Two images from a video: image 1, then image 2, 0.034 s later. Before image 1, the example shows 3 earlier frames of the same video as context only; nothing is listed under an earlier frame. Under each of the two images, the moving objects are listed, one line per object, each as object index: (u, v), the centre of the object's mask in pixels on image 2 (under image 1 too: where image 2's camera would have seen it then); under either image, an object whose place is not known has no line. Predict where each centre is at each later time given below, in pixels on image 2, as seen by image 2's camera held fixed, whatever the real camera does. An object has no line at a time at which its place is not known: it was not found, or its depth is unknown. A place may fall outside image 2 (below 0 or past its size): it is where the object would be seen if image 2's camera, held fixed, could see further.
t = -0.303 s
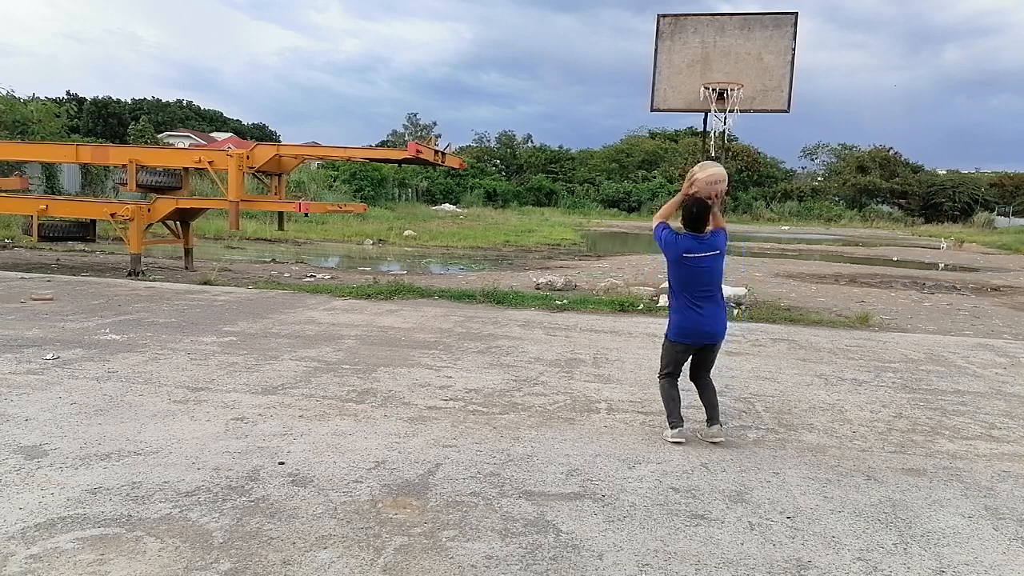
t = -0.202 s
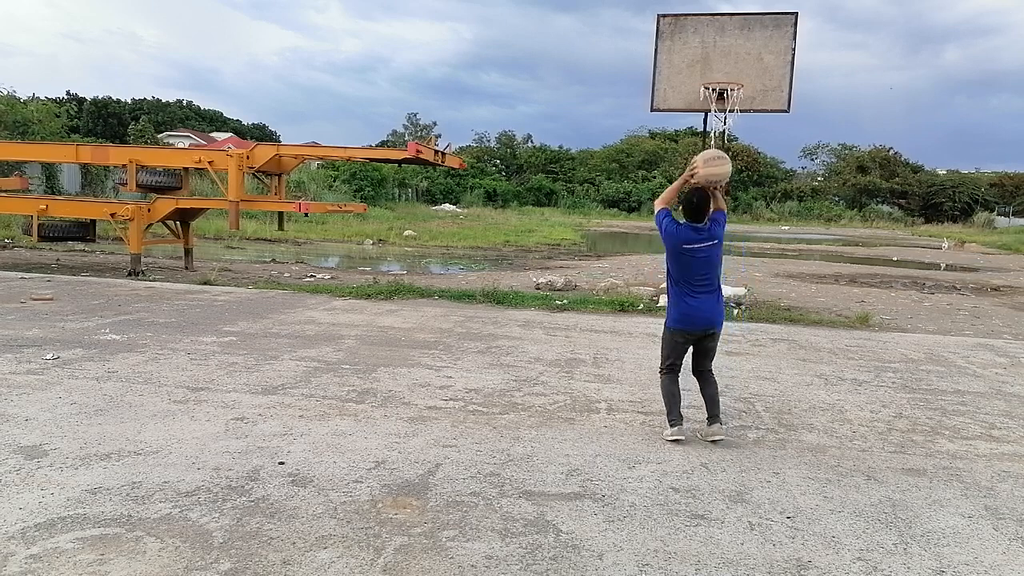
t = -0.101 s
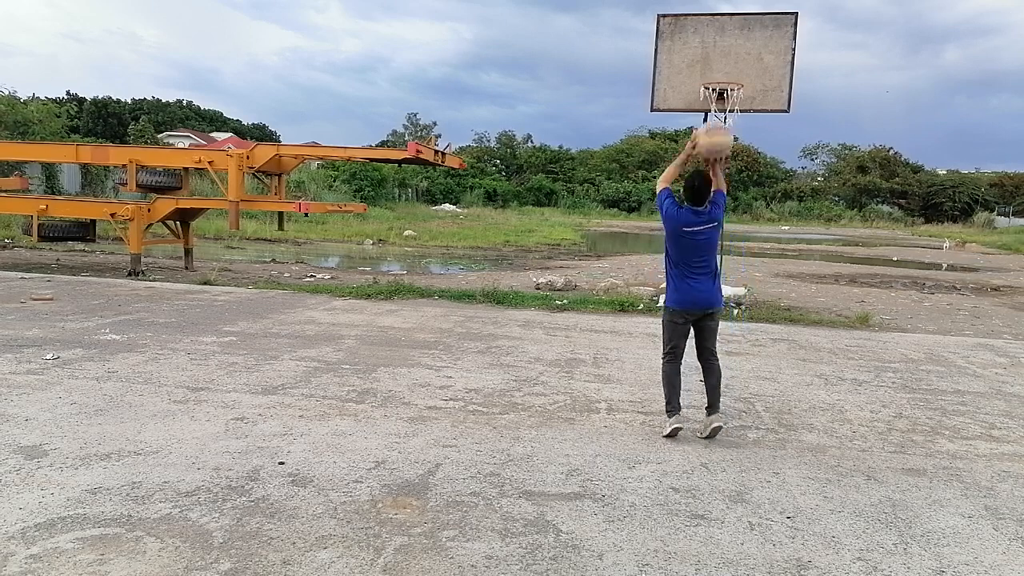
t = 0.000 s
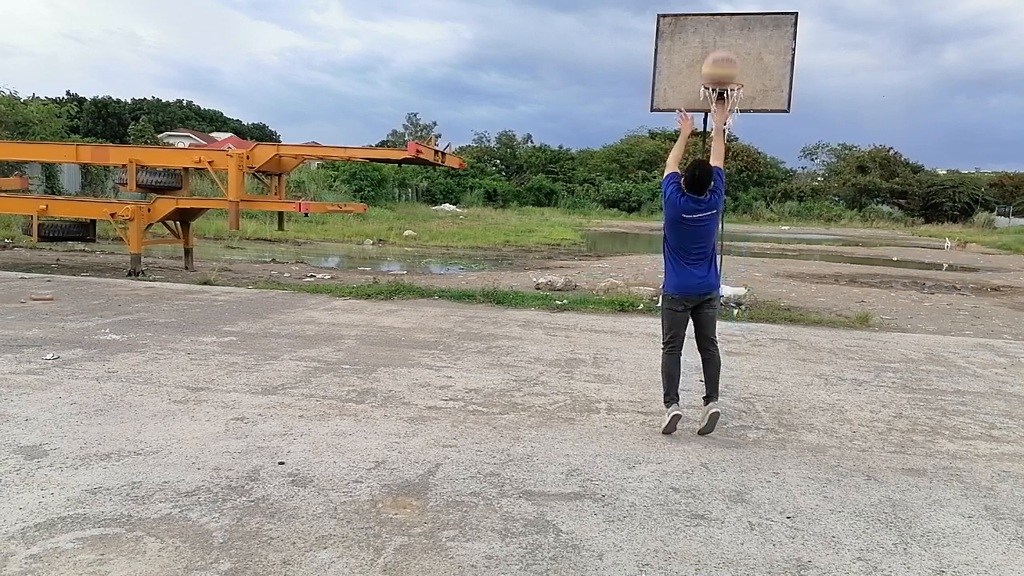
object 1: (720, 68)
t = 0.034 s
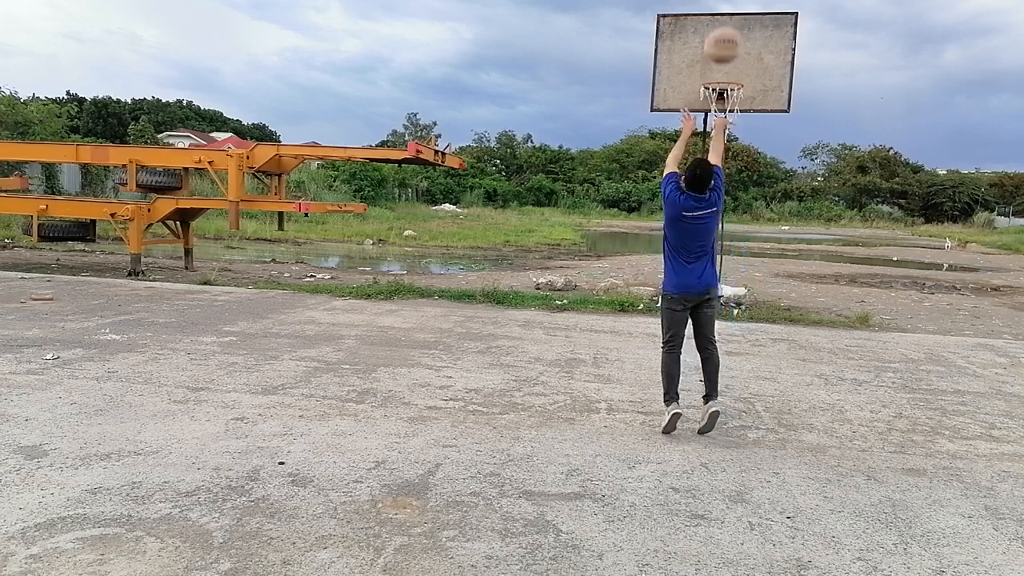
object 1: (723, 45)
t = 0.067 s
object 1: (725, 25)
